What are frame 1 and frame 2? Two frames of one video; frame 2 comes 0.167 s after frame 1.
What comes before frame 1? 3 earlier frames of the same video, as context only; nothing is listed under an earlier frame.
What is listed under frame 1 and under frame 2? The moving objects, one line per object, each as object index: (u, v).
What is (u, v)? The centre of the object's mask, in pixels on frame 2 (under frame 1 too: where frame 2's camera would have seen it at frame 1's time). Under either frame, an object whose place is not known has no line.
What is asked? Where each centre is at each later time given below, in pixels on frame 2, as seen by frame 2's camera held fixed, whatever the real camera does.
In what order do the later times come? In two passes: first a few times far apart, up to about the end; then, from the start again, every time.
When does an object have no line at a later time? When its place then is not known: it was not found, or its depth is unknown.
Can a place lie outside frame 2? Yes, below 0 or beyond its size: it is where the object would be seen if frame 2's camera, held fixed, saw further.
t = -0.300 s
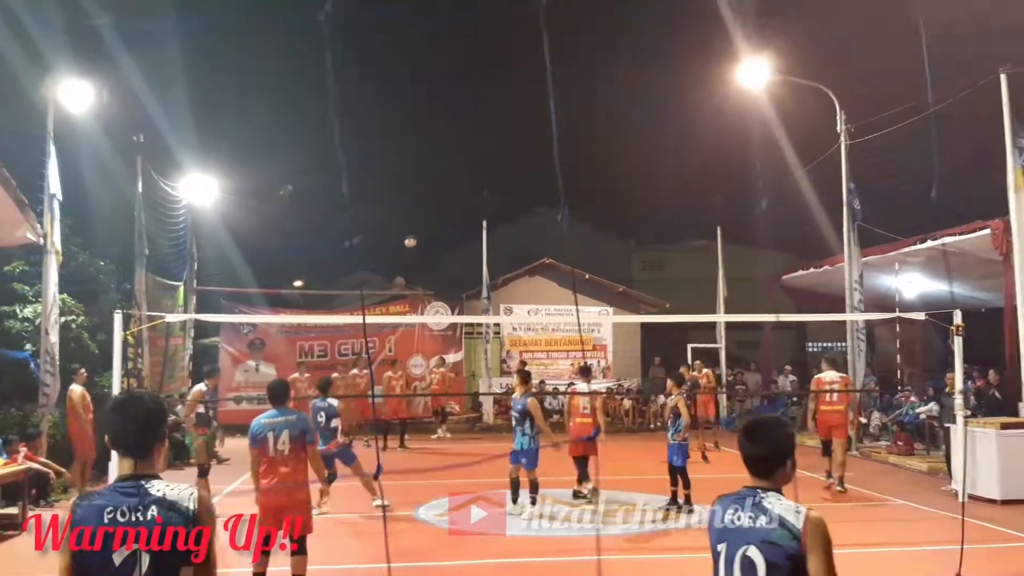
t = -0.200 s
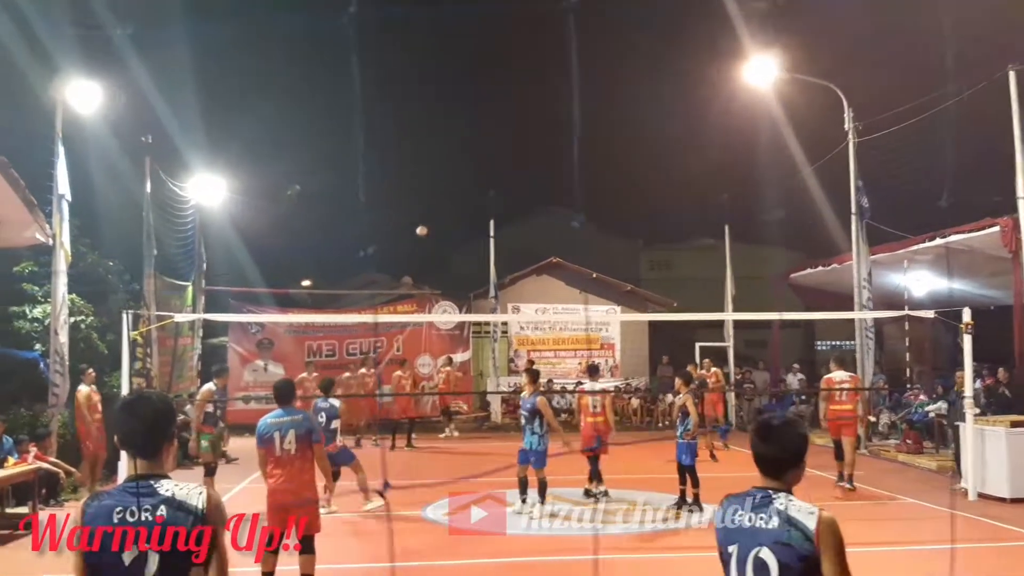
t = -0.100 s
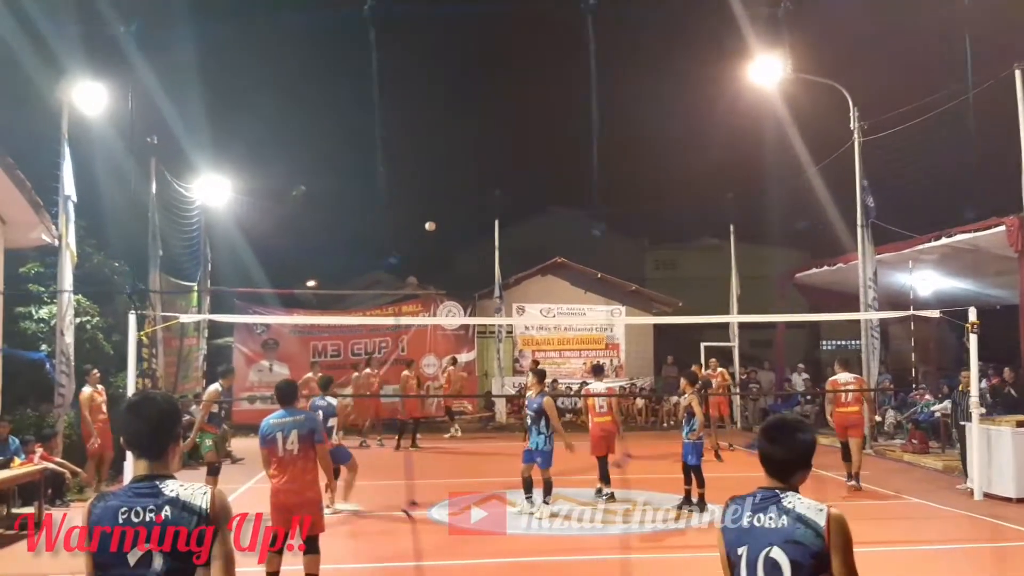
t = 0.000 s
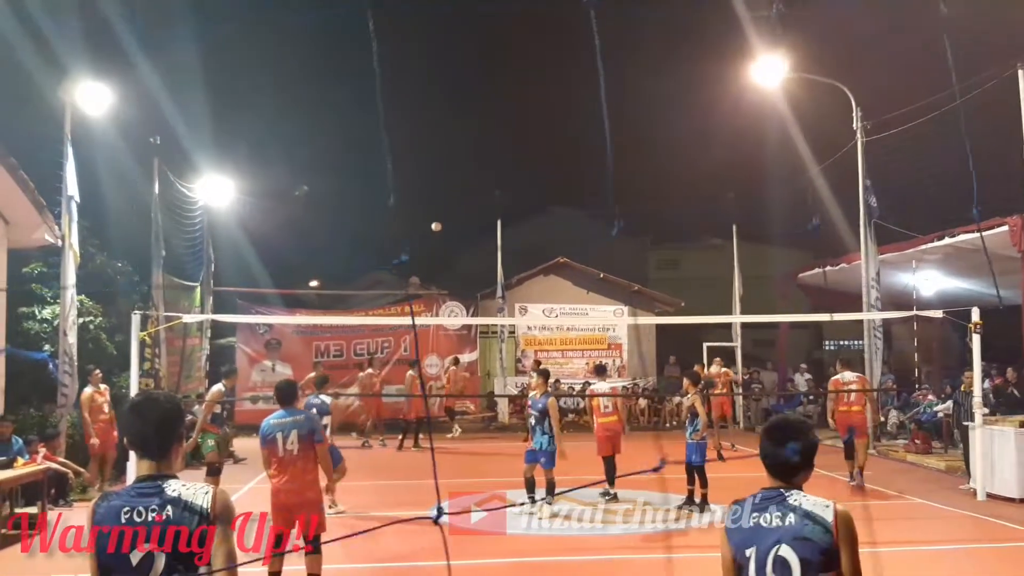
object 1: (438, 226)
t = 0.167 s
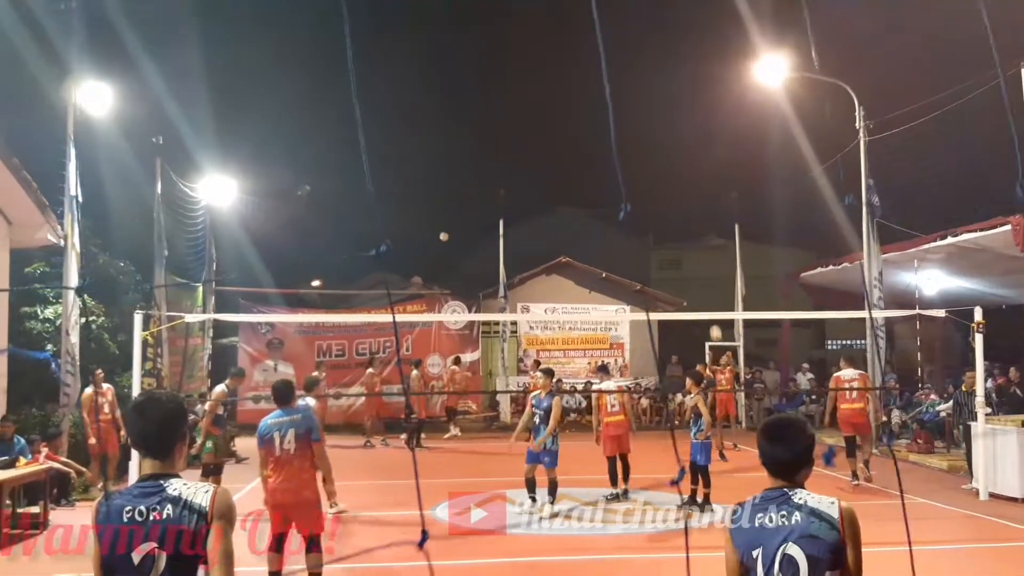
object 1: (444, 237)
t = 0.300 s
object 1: (448, 252)
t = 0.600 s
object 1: (448, 261)
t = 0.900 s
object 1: (447, 280)
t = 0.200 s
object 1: (445, 240)
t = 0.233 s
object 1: (446, 244)
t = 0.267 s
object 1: (447, 248)
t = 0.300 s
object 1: (448, 252)
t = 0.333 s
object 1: (449, 257)
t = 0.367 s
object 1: (450, 261)
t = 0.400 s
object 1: (450, 263)
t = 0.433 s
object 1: (450, 262)
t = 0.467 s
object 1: (449, 261)
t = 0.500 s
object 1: (449, 261)
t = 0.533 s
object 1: (448, 261)
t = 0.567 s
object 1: (448, 261)
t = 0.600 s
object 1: (448, 261)
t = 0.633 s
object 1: (448, 262)
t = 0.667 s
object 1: (448, 262)
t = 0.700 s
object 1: (448, 263)
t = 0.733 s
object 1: (447, 265)
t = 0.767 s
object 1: (447, 267)
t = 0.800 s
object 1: (447, 269)
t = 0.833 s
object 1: (447, 272)
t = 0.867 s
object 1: (447, 276)
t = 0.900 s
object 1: (447, 280)
